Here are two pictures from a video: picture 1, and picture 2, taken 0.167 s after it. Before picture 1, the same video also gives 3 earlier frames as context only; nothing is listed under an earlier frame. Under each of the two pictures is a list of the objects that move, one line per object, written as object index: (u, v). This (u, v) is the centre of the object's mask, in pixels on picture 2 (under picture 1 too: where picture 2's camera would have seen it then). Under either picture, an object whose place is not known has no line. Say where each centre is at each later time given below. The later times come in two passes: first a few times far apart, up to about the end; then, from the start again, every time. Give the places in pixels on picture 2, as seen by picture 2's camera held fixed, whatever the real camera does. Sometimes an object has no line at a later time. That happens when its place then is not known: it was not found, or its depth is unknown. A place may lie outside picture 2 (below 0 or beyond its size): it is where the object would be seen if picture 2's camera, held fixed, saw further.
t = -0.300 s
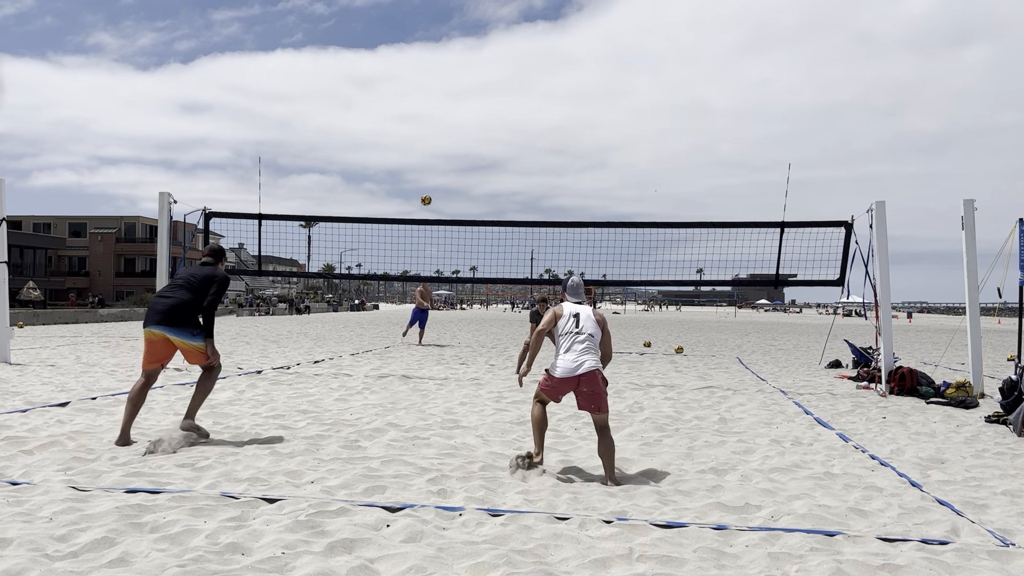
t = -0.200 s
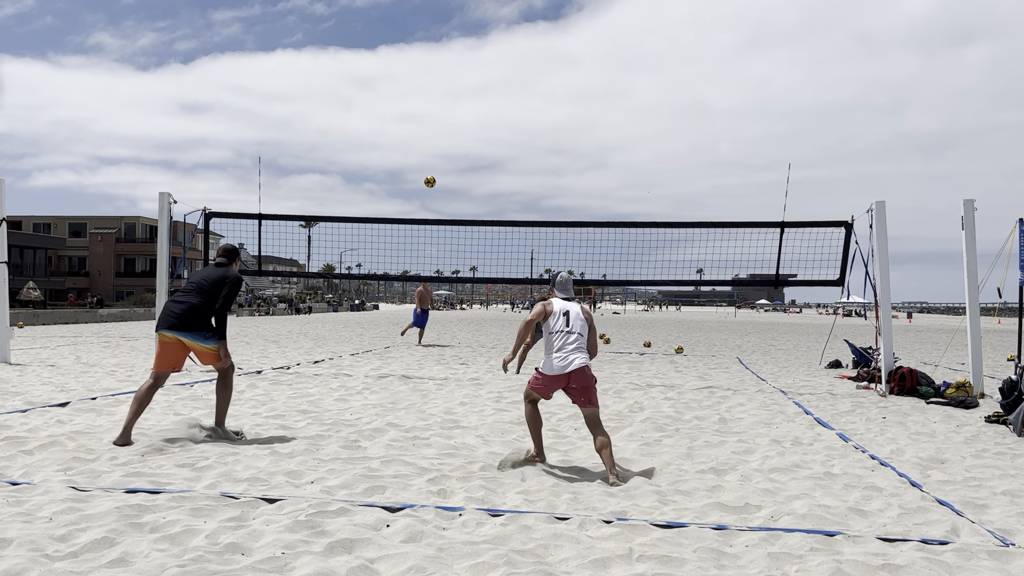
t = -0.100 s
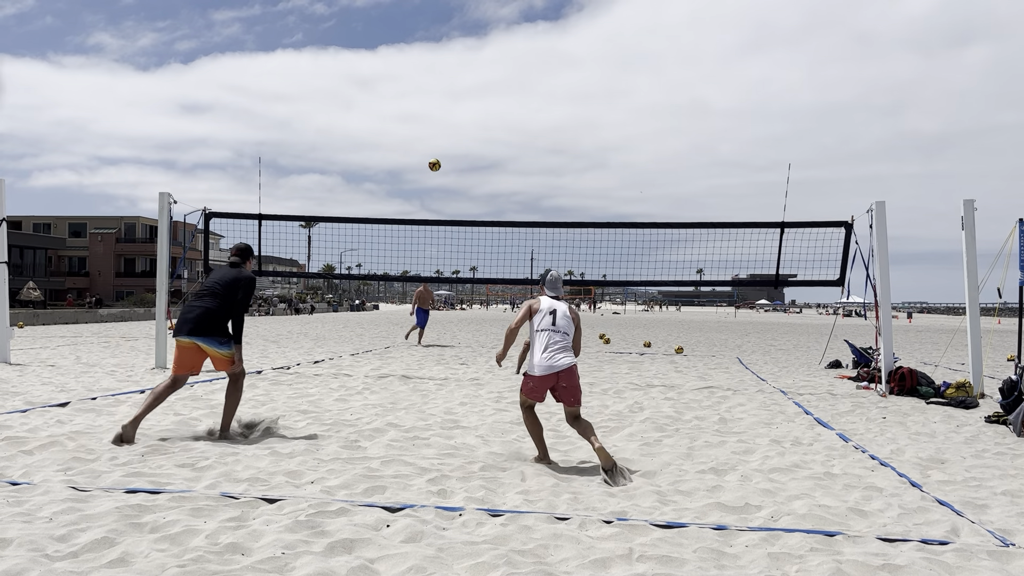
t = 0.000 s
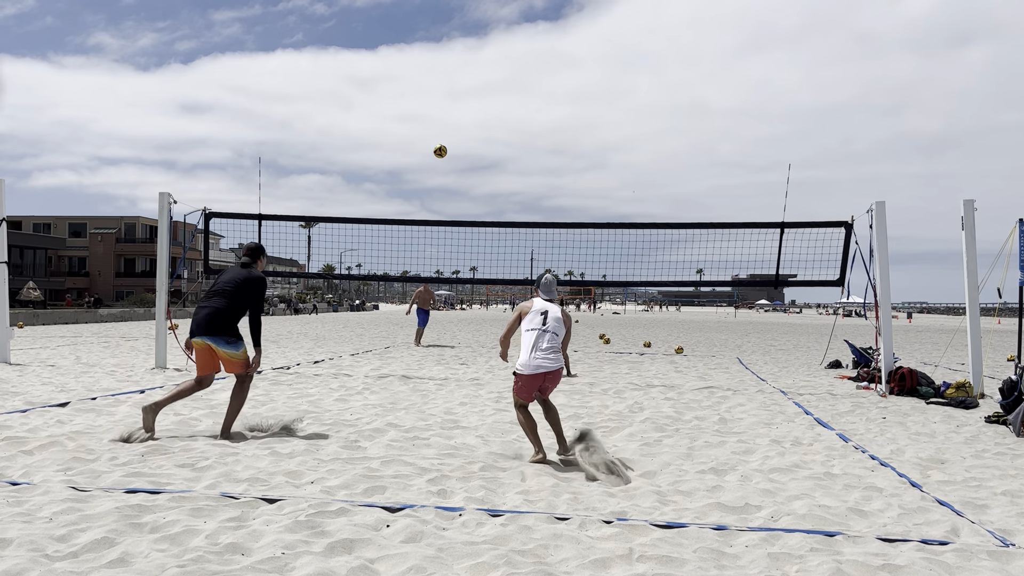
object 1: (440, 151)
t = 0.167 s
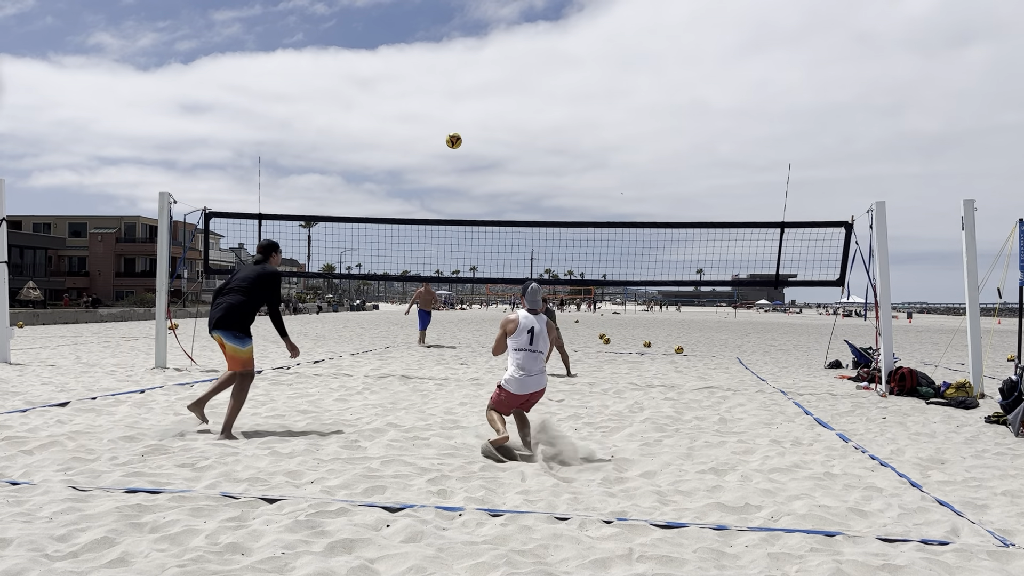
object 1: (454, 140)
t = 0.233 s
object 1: (461, 141)
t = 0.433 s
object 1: (486, 166)
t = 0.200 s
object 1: (457, 141)
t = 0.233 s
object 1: (461, 141)
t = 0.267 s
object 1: (465, 143)
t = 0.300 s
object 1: (470, 146)
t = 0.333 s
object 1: (474, 149)
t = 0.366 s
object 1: (478, 154)
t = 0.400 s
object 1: (482, 159)
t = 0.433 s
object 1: (486, 166)
